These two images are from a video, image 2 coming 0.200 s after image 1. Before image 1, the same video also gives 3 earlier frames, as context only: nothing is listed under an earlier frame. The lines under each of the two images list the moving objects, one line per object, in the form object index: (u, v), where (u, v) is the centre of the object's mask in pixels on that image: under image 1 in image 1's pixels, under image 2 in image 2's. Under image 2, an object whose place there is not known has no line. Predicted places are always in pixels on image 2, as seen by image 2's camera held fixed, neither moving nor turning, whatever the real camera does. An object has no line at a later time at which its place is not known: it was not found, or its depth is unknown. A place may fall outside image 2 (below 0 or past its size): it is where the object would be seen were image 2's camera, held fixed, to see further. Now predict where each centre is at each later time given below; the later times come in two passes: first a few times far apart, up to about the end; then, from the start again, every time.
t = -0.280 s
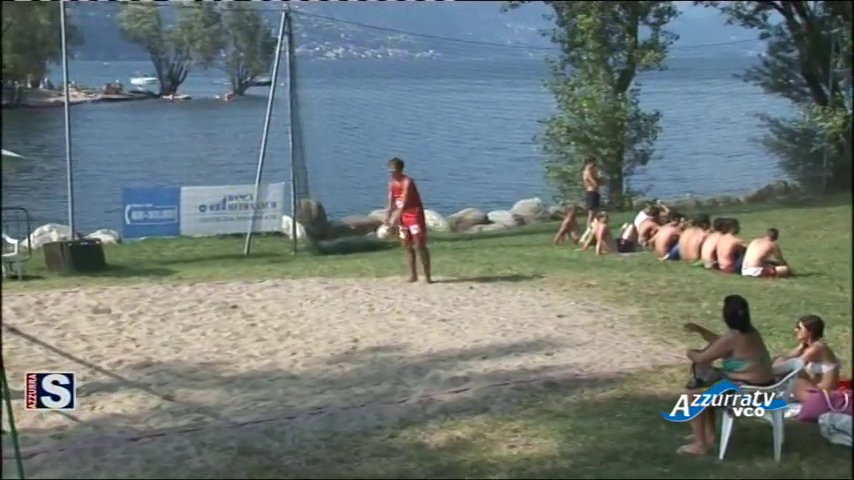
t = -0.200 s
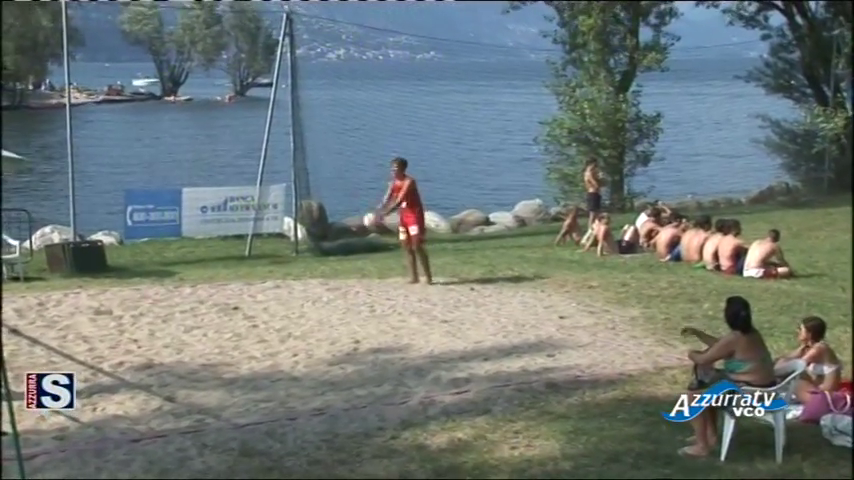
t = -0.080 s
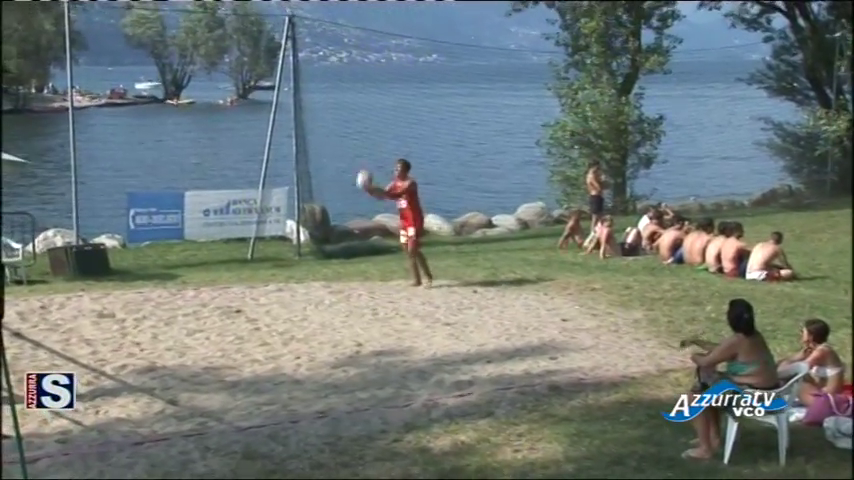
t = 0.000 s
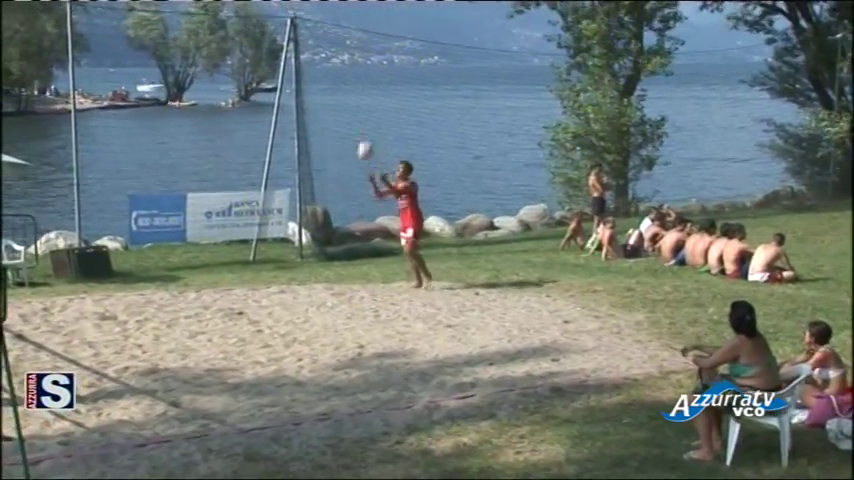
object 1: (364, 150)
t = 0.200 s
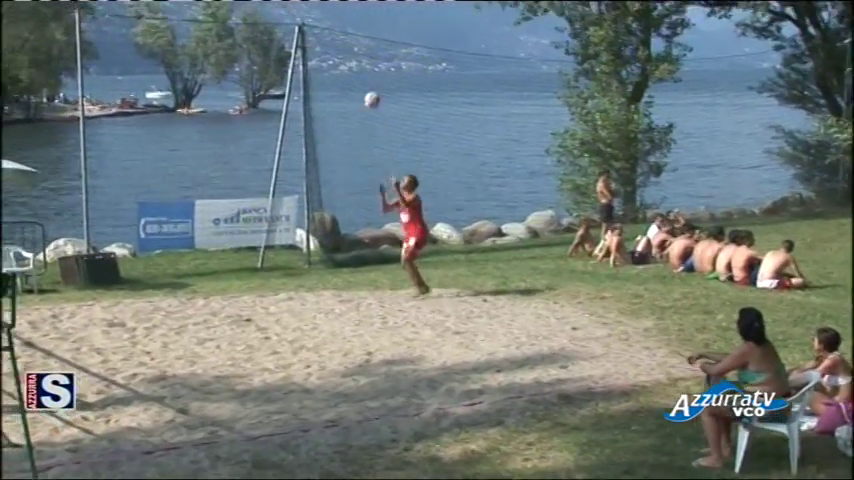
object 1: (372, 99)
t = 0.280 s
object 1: (371, 84)
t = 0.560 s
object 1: (369, 69)
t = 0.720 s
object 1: (367, 85)
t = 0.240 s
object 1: (371, 91)
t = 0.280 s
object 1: (371, 84)
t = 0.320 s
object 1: (371, 79)
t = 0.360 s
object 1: (371, 75)
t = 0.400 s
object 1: (370, 71)
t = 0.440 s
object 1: (370, 69)
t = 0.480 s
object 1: (370, 68)
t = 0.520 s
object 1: (369, 68)
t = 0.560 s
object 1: (369, 69)
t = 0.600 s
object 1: (369, 71)
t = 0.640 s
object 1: (368, 75)
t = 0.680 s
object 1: (368, 79)
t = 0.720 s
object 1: (367, 85)
